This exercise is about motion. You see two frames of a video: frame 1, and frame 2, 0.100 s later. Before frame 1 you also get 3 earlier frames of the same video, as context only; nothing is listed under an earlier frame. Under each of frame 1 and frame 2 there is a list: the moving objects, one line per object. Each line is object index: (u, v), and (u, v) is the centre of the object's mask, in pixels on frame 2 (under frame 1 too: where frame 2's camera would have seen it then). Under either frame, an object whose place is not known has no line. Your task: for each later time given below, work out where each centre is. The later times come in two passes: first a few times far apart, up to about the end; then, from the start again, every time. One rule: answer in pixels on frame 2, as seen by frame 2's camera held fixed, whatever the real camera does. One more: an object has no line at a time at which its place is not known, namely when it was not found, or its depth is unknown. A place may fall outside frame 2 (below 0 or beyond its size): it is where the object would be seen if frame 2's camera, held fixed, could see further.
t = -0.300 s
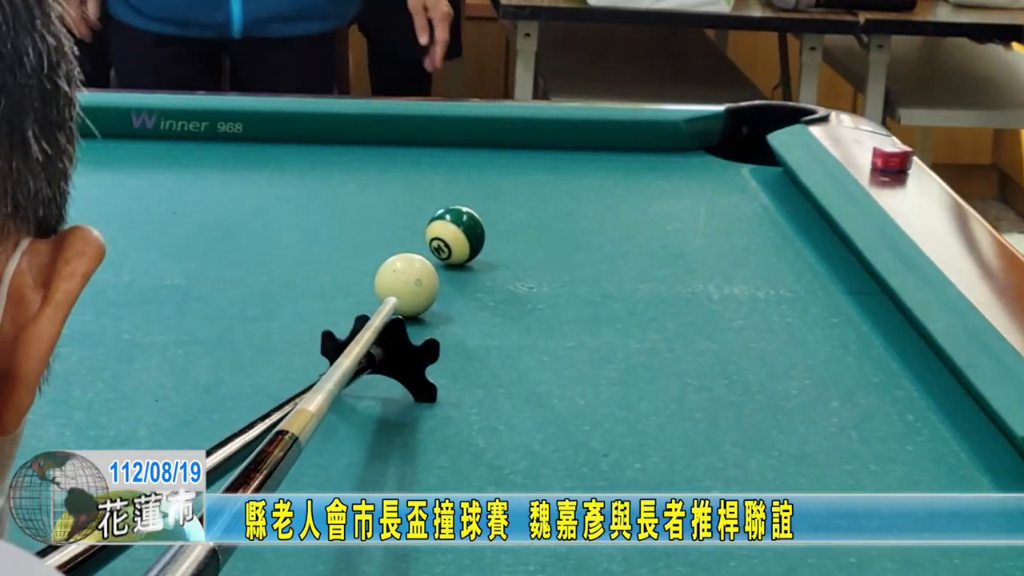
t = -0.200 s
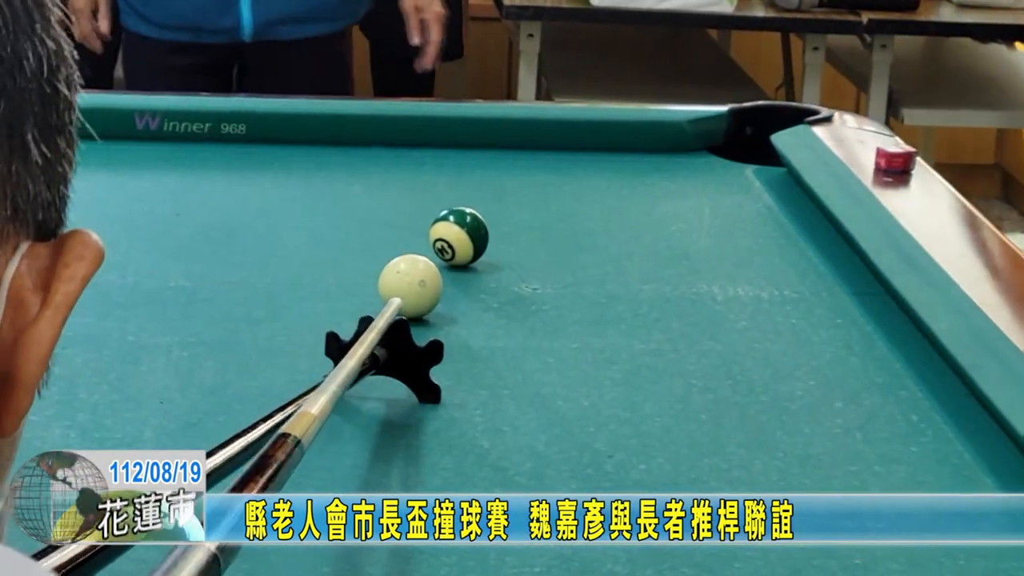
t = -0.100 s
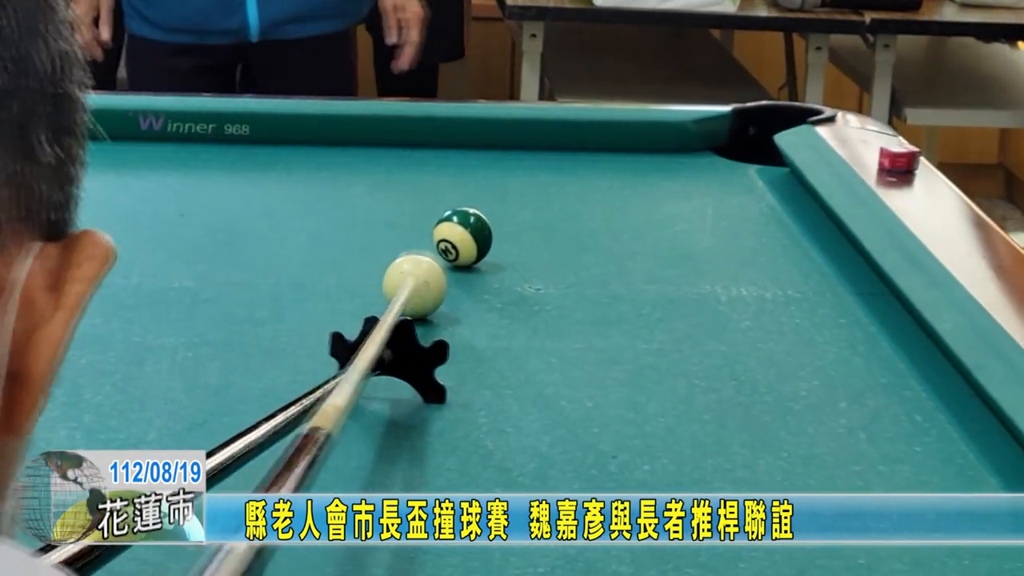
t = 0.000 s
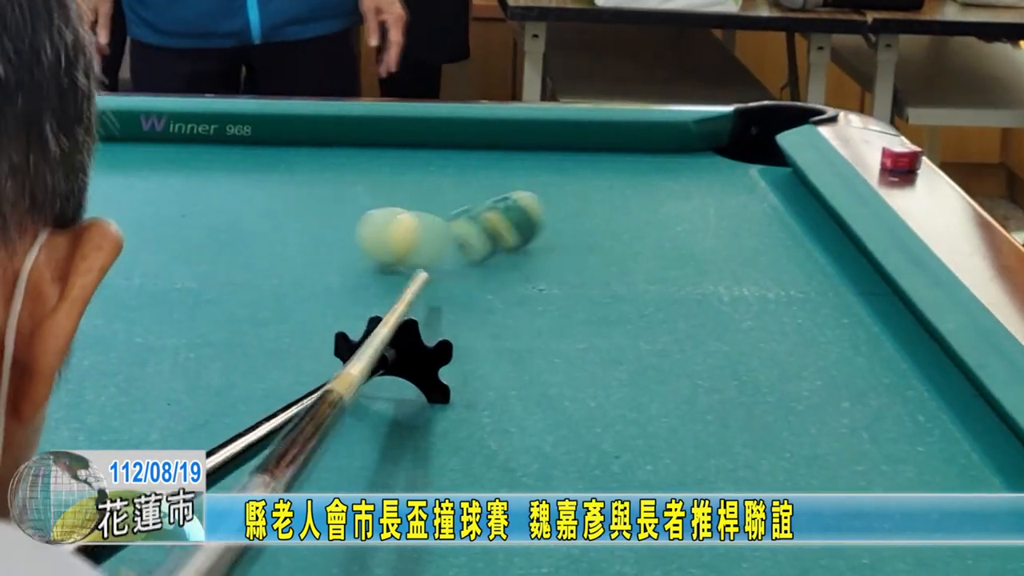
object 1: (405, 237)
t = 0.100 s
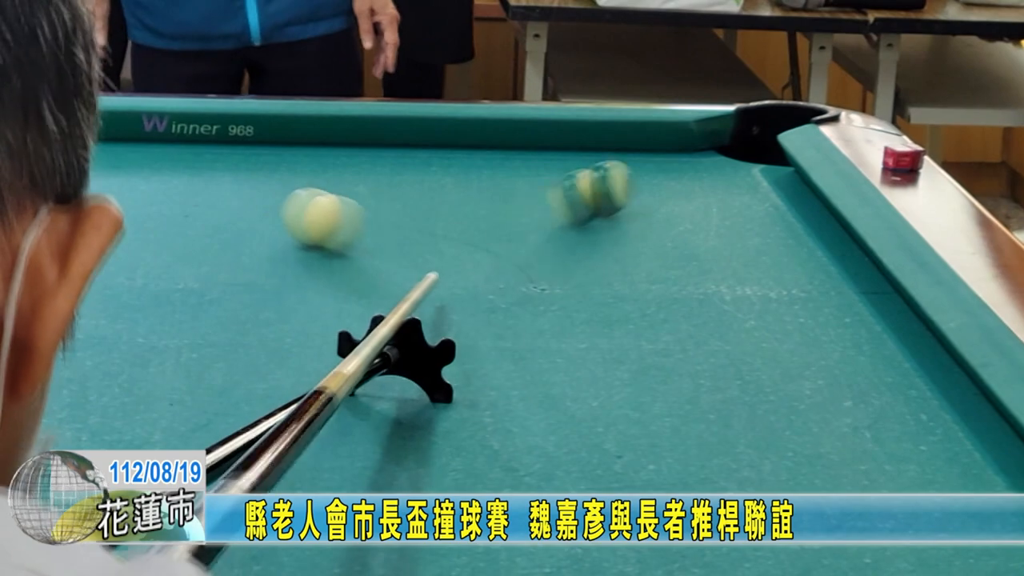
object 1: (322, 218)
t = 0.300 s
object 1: (193, 177)
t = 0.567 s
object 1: (54, 133)
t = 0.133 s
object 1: (299, 211)
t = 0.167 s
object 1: (277, 204)
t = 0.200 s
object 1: (255, 197)
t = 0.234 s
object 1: (234, 190)
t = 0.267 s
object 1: (214, 184)
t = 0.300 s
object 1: (193, 177)
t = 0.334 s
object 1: (173, 171)
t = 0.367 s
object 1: (154, 165)
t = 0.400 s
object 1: (134, 158)
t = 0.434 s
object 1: (114, 152)
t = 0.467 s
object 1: (96, 146)
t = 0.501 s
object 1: (79, 141)
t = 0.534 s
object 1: (63, 136)
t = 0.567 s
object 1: (54, 133)
